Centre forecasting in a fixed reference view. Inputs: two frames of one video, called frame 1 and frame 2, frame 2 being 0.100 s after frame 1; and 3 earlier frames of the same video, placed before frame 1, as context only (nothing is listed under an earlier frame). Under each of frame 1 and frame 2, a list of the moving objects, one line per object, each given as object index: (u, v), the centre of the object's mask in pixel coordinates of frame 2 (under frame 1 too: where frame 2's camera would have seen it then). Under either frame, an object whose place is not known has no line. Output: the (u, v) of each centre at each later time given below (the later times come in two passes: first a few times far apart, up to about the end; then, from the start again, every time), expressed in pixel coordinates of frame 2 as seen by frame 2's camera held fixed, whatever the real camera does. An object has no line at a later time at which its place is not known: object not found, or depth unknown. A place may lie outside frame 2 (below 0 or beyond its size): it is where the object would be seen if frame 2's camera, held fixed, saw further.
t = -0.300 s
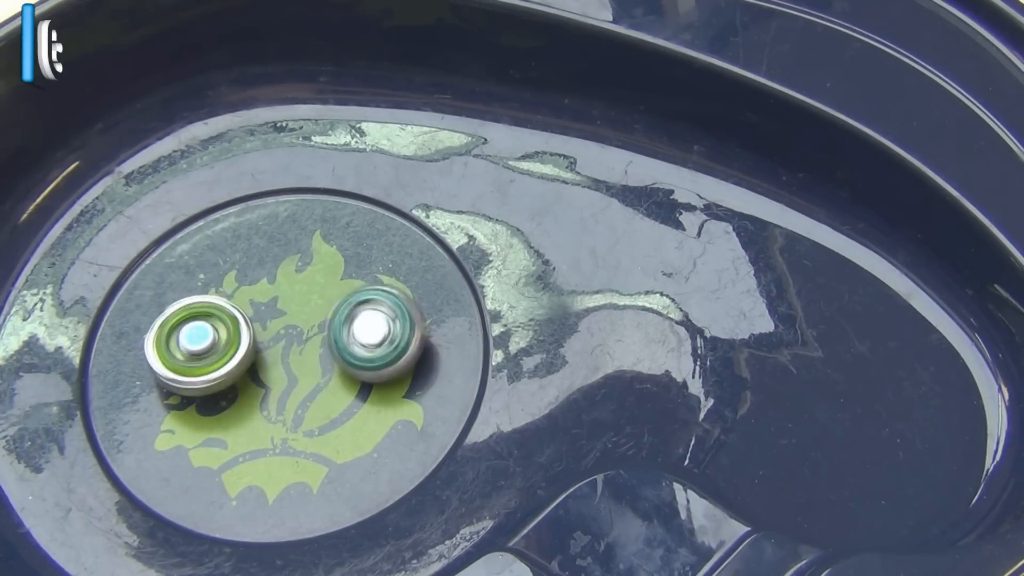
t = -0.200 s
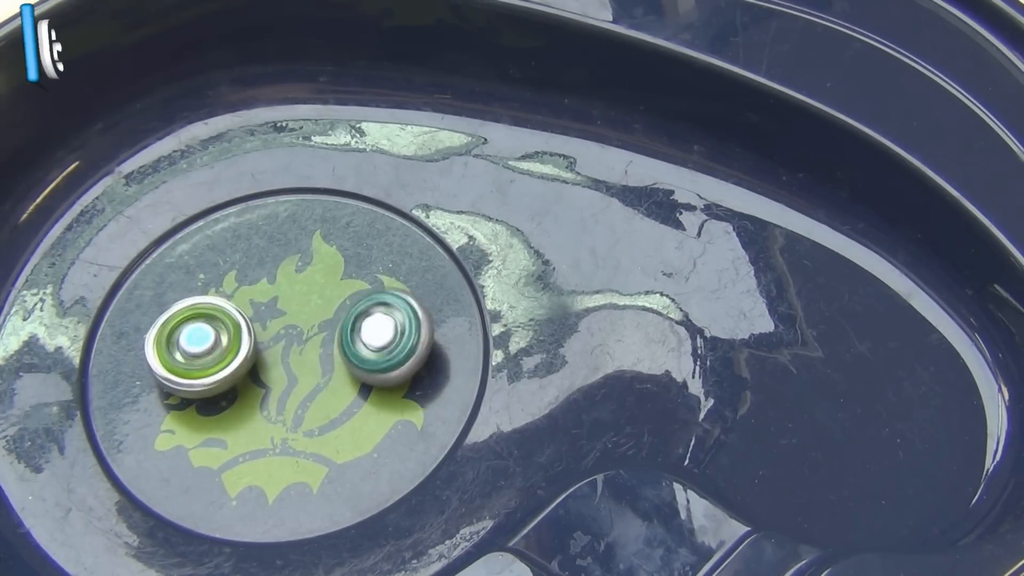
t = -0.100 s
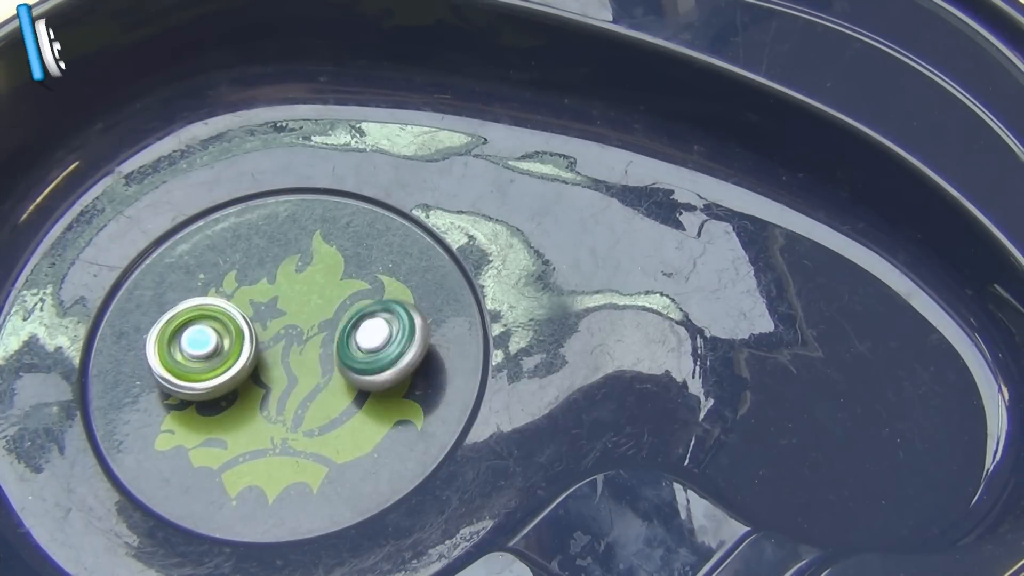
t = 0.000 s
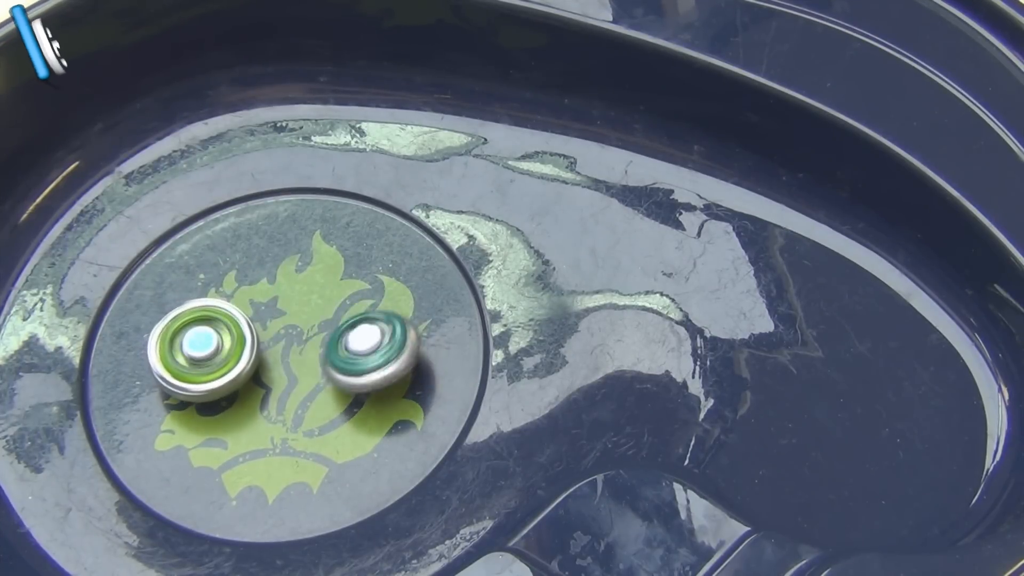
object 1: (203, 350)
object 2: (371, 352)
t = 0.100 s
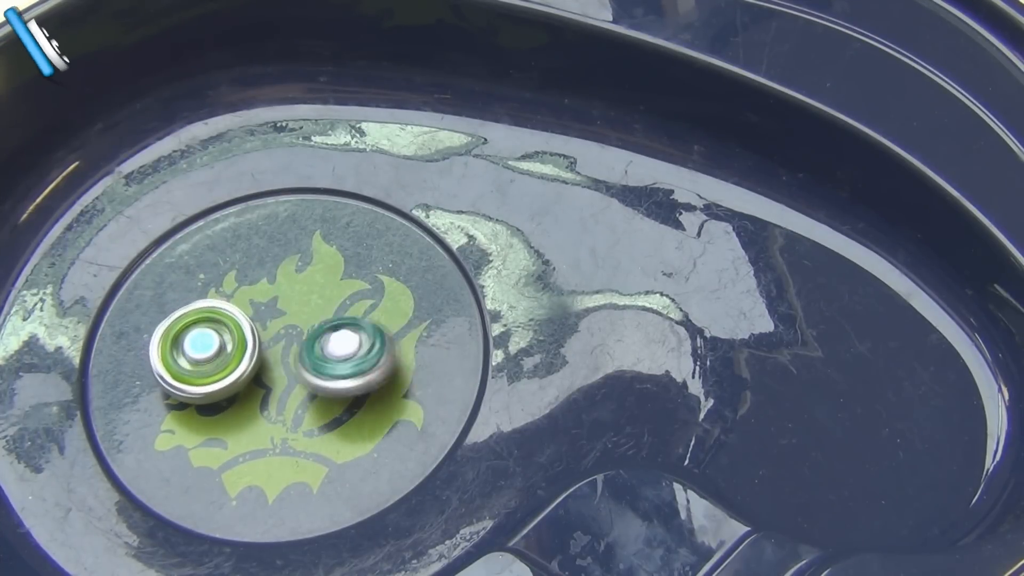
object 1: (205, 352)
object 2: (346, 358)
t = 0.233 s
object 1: (199, 352)
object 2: (312, 357)
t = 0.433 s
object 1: (200, 351)
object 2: (308, 340)
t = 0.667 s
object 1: (202, 355)
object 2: (324, 333)
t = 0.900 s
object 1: (197, 358)
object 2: (321, 342)
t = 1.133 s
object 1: (118, 333)
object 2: (388, 379)
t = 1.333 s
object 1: (130, 341)
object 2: (344, 371)
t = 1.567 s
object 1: (177, 350)
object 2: (316, 317)
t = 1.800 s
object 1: (176, 395)
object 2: (444, 229)
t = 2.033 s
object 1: (180, 415)
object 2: (462, 206)
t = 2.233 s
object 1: (197, 414)
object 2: (404, 247)
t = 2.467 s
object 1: (220, 413)
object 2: (381, 299)
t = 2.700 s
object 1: (280, 393)
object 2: (392, 301)
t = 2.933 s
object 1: (312, 389)
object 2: (367, 292)
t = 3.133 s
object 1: (310, 384)
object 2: (363, 277)
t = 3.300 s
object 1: (307, 378)
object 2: (365, 291)
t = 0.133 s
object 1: (205, 353)
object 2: (336, 358)
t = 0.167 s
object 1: (206, 353)
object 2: (321, 357)
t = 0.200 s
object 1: (206, 354)
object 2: (314, 358)
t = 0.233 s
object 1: (199, 352)
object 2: (312, 357)
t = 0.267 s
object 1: (196, 350)
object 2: (309, 356)
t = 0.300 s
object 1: (199, 349)
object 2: (308, 354)
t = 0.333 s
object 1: (200, 350)
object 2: (307, 351)
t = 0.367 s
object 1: (200, 351)
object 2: (307, 347)
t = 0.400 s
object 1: (200, 351)
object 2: (306, 344)
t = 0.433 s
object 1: (200, 351)
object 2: (308, 340)
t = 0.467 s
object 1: (200, 351)
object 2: (310, 337)
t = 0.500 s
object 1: (201, 352)
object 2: (315, 334)
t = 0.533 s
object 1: (201, 352)
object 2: (317, 333)
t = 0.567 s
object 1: (202, 353)
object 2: (321, 332)
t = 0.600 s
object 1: (202, 354)
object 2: (322, 332)
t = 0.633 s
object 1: (202, 354)
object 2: (323, 333)
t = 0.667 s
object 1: (202, 355)
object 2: (324, 333)
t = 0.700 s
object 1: (203, 356)
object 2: (324, 334)
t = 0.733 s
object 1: (203, 356)
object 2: (324, 336)
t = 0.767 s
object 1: (204, 357)
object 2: (322, 338)
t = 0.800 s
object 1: (204, 357)
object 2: (321, 339)
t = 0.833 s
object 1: (205, 358)
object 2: (319, 340)
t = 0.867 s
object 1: (206, 358)
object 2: (315, 342)
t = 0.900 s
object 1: (197, 358)
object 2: (321, 342)
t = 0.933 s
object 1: (168, 351)
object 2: (343, 350)
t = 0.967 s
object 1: (140, 344)
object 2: (368, 358)
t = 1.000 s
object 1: (128, 342)
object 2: (380, 365)
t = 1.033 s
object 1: (121, 338)
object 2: (388, 370)
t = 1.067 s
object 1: (115, 335)
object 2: (393, 375)
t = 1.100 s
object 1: (115, 333)
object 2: (393, 378)
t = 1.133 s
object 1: (118, 333)
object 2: (388, 379)
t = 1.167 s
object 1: (122, 334)
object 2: (378, 379)
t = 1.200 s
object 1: (124, 335)
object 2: (372, 377)
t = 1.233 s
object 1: (125, 336)
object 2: (368, 375)
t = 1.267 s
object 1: (127, 339)
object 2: (361, 375)
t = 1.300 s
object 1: (129, 340)
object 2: (352, 374)
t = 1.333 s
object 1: (130, 341)
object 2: (344, 371)
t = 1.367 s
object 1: (132, 343)
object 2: (334, 363)
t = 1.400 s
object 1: (133, 344)
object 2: (329, 359)
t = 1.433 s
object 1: (134, 345)
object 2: (325, 353)
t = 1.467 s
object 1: (140, 346)
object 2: (321, 345)
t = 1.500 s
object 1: (149, 347)
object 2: (318, 337)
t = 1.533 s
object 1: (160, 349)
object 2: (317, 329)
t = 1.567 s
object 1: (177, 350)
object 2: (316, 317)
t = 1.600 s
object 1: (187, 351)
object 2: (317, 311)
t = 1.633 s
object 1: (207, 352)
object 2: (318, 304)
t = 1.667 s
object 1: (229, 353)
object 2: (321, 296)
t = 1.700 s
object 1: (220, 363)
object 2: (355, 278)
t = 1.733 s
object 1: (197, 375)
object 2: (384, 263)
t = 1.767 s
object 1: (180, 388)
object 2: (429, 240)
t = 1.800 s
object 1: (176, 395)
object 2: (444, 229)
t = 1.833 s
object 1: (172, 402)
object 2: (460, 214)
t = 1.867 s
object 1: (173, 408)
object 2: (471, 206)
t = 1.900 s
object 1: (175, 413)
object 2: (474, 200)
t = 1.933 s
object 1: (176, 415)
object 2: (473, 198)
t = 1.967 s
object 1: (178, 415)
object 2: (469, 199)
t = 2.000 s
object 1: (179, 415)
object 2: (466, 202)
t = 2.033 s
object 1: (180, 415)
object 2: (462, 206)
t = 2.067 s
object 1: (180, 415)
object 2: (458, 211)
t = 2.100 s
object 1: (182, 413)
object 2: (450, 217)
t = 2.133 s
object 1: (185, 412)
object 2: (442, 224)
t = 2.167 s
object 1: (190, 412)
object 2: (427, 234)
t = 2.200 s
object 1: (194, 412)
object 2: (416, 240)
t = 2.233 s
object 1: (197, 414)
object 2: (404, 247)
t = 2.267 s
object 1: (200, 416)
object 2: (393, 255)
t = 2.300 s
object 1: (202, 418)
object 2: (382, 265)
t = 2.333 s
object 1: (203, 420)
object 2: (377, 273)
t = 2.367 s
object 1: (205, 419)
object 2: (374, 287)
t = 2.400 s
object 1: (208, 418)
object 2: (375, 290)
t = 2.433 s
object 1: (214, 415)
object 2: (378, 295)
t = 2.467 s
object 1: (220, 413)
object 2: (381, 299)
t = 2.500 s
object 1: (228, 410)
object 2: (385, 301)
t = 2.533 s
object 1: (237, 406)
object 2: (389, 302)
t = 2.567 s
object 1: (249, 402)
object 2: (392, 301)
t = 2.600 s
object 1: (255, 400)
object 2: (393, 301)
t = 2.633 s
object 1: (264, 397)
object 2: (394, 301)
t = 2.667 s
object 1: (273, 395)
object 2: (394, 301)
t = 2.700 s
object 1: (280, 393)
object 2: (392, 301)
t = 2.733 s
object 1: (288, 392)
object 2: (390, 302)
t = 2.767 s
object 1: (296, 390)
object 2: (385, 302)
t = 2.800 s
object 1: (301, 389)
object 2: (382, 302)
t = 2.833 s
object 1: (305, 389)
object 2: (378, 300)
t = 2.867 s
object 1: (308, 388)
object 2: (373, 298)
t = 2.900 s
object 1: (311, 389)
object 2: (370, 296)
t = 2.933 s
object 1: (312, 389)
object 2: (367, 292)
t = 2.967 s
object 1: (310, 390)
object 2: (363, 287)
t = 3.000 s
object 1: (310, 389)
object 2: (362, 284)
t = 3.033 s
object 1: (309, 389)
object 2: (362, 281)
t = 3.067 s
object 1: (309, 388)
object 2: (362, 278)
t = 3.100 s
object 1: (309, 387)
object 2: (363, 277)
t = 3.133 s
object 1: (310, 384)
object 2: (363, 277)
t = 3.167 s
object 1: (310, 383)
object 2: (362, 279)
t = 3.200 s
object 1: (309, 382)
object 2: (362, 281)
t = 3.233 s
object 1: (310, 380)
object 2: (362, 284)
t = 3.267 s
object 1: (308, 379)
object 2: (363, 288)
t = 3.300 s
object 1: (307, 378)
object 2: (365, 291)
